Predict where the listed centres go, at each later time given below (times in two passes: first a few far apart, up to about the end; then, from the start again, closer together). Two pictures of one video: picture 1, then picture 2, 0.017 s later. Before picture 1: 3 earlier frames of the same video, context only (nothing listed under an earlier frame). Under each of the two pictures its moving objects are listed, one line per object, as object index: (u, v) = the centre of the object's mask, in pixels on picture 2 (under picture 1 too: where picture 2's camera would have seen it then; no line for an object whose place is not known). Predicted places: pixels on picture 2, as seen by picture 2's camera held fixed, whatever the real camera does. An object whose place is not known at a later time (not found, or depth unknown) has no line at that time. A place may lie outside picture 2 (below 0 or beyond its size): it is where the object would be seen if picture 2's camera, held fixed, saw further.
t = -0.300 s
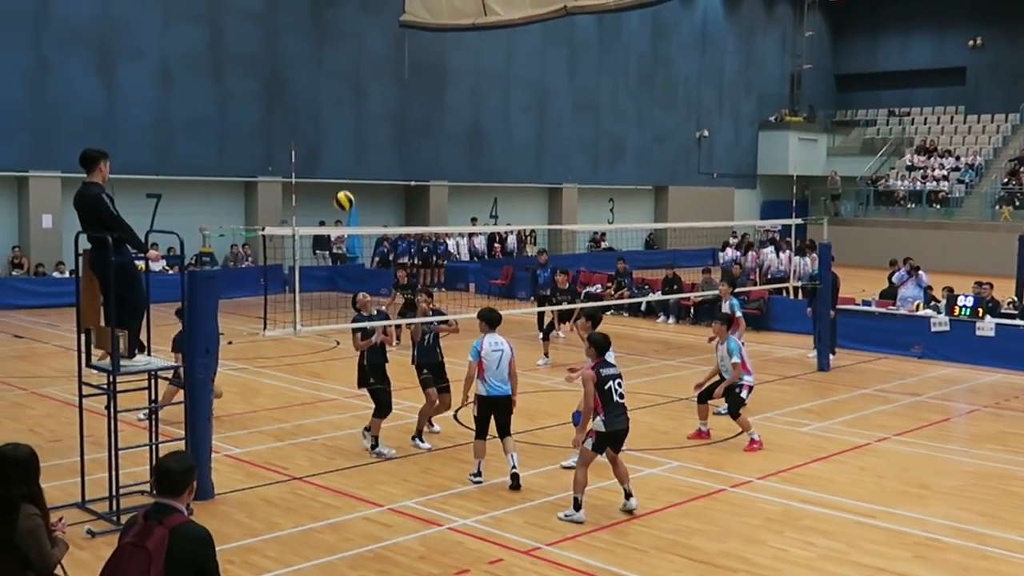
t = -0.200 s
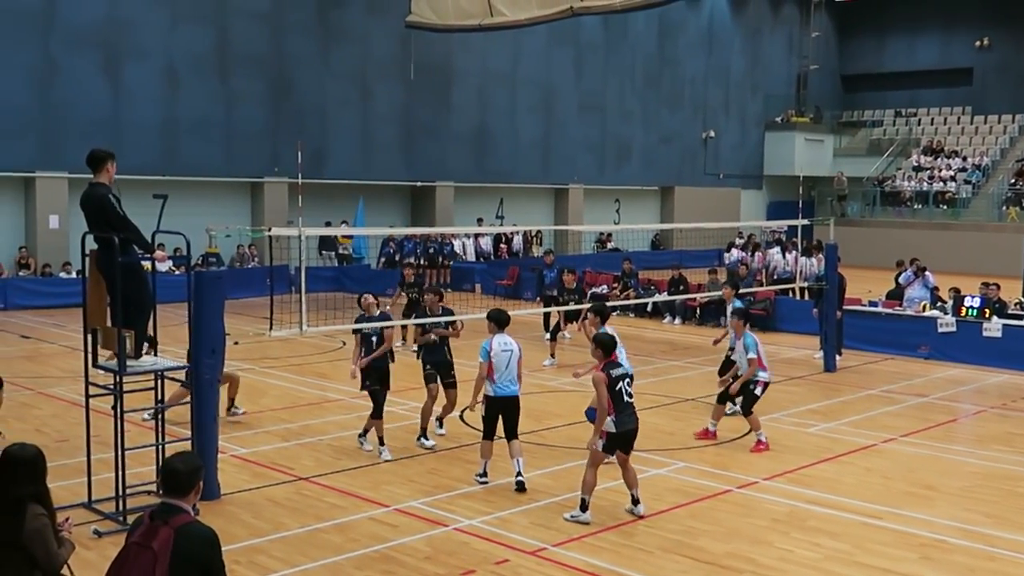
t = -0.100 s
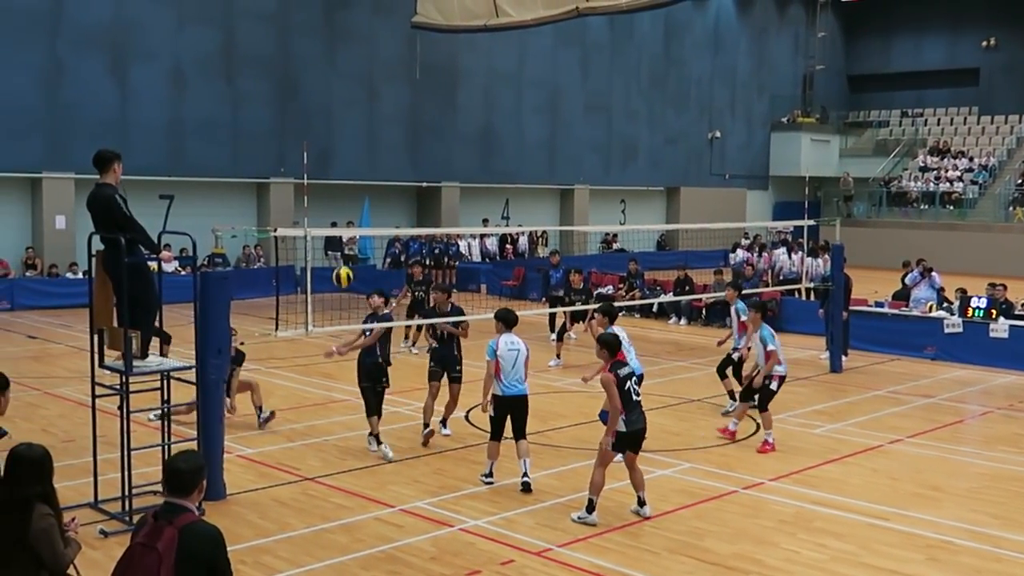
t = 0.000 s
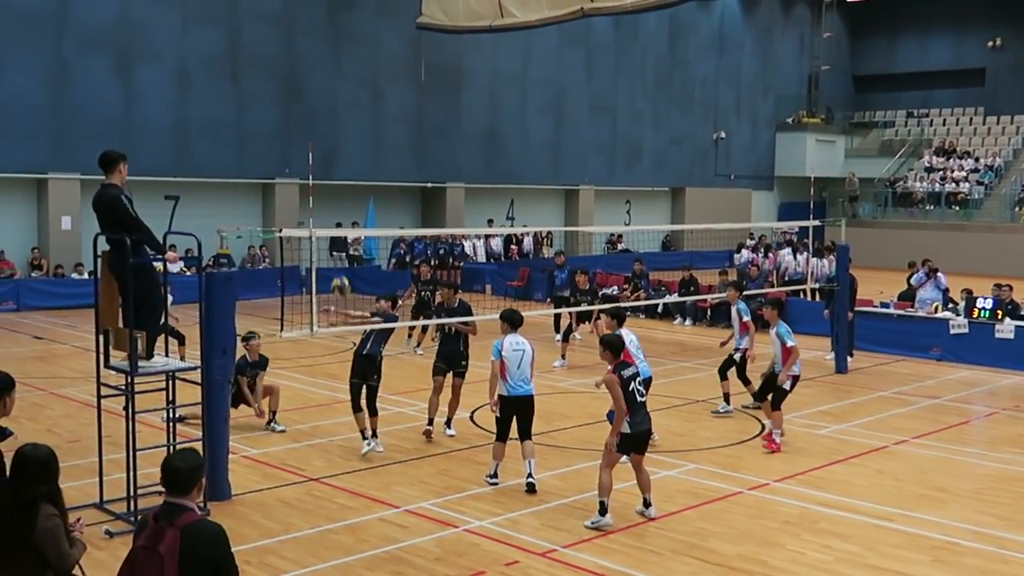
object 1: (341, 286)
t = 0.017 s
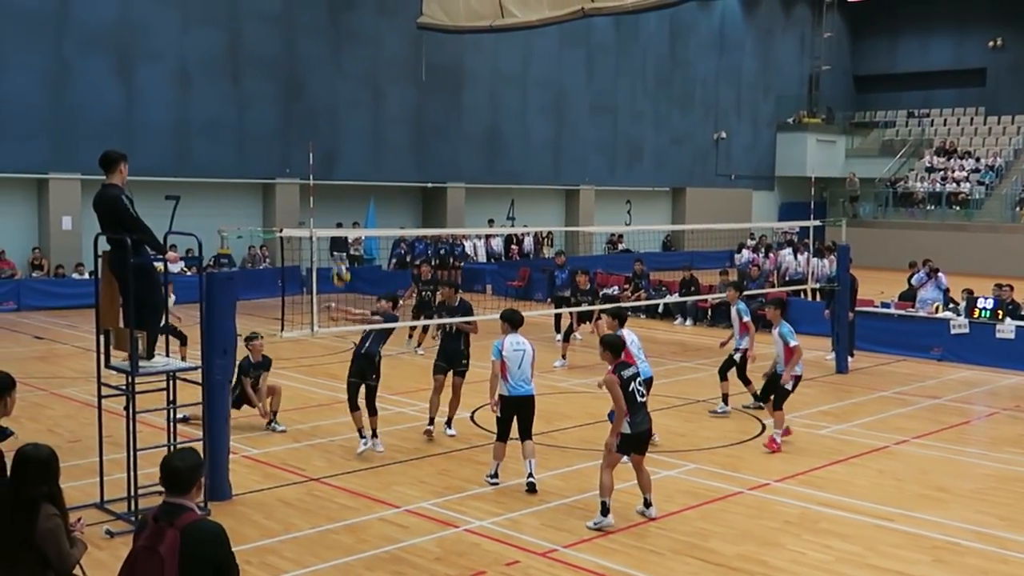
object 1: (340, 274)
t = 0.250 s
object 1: (324, 145)
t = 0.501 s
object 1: (308, 73)
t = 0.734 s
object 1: (294, 58)
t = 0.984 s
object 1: (281, 89)
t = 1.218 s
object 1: (269, 156)
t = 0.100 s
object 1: (334, 220)
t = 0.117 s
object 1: (334, 212)
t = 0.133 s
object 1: (332, 202)
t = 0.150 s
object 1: (331, 194)
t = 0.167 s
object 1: (330, 185)
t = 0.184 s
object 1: (329, 176)
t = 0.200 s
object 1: (328, 168)
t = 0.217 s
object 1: (326, 160)
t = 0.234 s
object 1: (325, 152)
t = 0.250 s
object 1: (324, 145)
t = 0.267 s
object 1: (323, 138)
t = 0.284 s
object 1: (321, 132)
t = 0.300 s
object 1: (321, 126)
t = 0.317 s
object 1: (320, 120)
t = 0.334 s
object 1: (319, 115)
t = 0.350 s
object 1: (318, 109)
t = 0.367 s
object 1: (317, 104)
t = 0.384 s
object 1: (315, 100)
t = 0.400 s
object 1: (314, 95)
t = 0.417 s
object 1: (313, 91)
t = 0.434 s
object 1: (312, 87)
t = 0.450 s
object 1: (311, 83)
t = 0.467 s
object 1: (310, 79)
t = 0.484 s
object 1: (309, 76)
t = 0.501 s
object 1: (308, 73)
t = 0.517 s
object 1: (307, 70)
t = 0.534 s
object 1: (306, 68)
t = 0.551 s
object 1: (305, 66)
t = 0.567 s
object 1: (304, 64)
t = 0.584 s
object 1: (303, 62)
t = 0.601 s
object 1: (302, 61)
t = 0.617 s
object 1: (301, 60)
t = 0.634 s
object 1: (300, 59)
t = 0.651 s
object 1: (299, 58)
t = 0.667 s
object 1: (298, 58)
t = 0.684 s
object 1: (297, 58)
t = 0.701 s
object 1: (296, 57)
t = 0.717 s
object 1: (295, 58)
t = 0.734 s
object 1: (294, 58)
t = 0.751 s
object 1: (293, 59)
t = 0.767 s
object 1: (292, 59)
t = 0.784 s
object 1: (291, 61)
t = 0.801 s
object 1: (290, 62)
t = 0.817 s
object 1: (289, 63)
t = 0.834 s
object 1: (288, 65)
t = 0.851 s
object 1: (287, 66)
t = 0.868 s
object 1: (287, 69)
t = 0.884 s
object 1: (285, 71)
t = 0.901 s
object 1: (284, 74)
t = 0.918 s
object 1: (284, 77)
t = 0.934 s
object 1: (283, 80)
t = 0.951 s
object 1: (282, 83)
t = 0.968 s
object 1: (282, 86)
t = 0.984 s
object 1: (281, 89)
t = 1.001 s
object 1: (280, 93)
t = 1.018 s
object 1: (279, 97)
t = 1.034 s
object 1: (278, 101)
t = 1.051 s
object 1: (277, 105)
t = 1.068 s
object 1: (276, 109)
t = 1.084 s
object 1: (275, 114)
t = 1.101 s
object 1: (275, 118)
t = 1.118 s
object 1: (274, 123)
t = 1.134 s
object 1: (273, 128)
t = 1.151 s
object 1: (272, 133)
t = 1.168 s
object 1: (271, 138)
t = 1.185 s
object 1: (271, 144)
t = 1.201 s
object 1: (270, 150)
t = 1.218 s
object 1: (269, 156)
